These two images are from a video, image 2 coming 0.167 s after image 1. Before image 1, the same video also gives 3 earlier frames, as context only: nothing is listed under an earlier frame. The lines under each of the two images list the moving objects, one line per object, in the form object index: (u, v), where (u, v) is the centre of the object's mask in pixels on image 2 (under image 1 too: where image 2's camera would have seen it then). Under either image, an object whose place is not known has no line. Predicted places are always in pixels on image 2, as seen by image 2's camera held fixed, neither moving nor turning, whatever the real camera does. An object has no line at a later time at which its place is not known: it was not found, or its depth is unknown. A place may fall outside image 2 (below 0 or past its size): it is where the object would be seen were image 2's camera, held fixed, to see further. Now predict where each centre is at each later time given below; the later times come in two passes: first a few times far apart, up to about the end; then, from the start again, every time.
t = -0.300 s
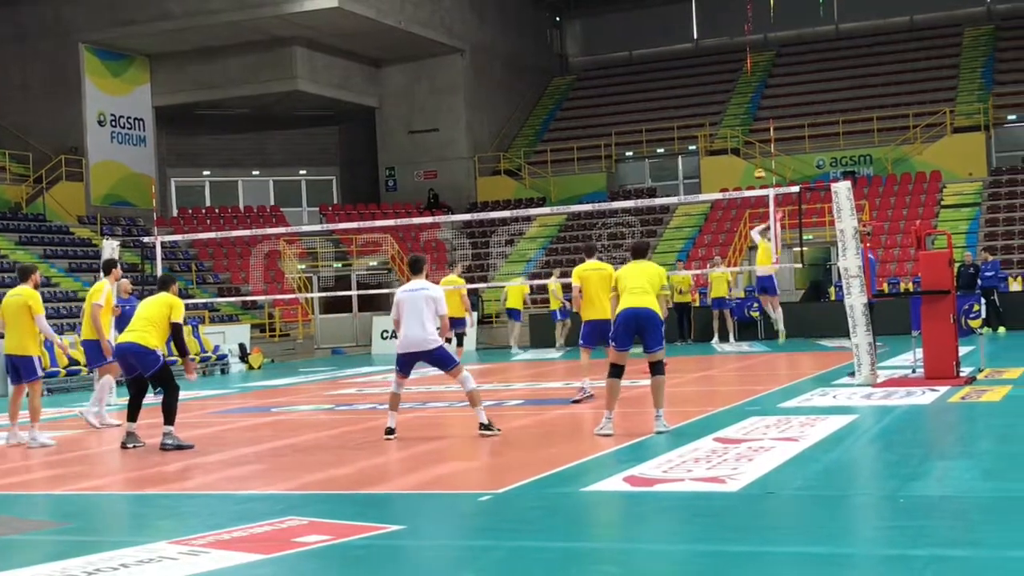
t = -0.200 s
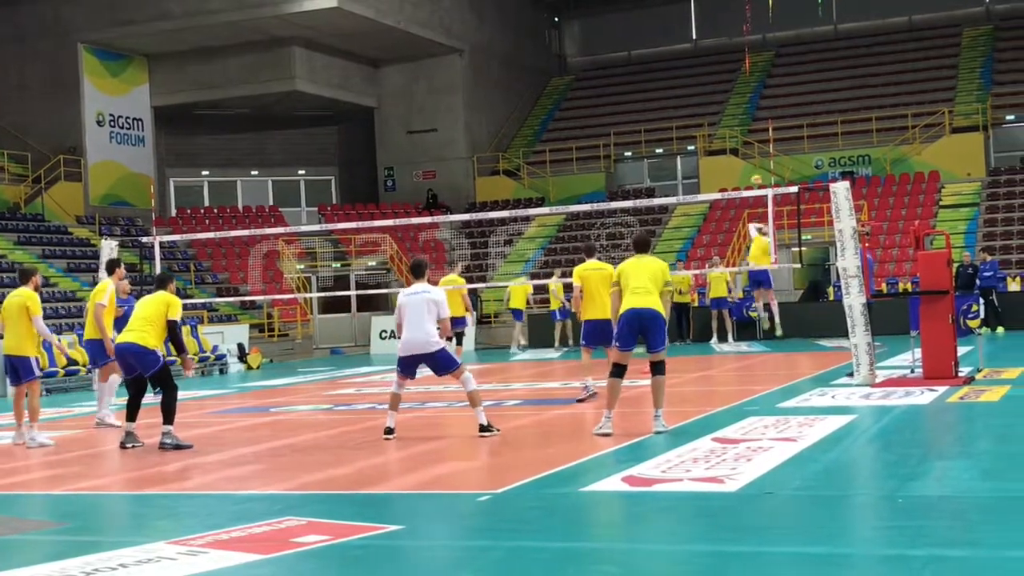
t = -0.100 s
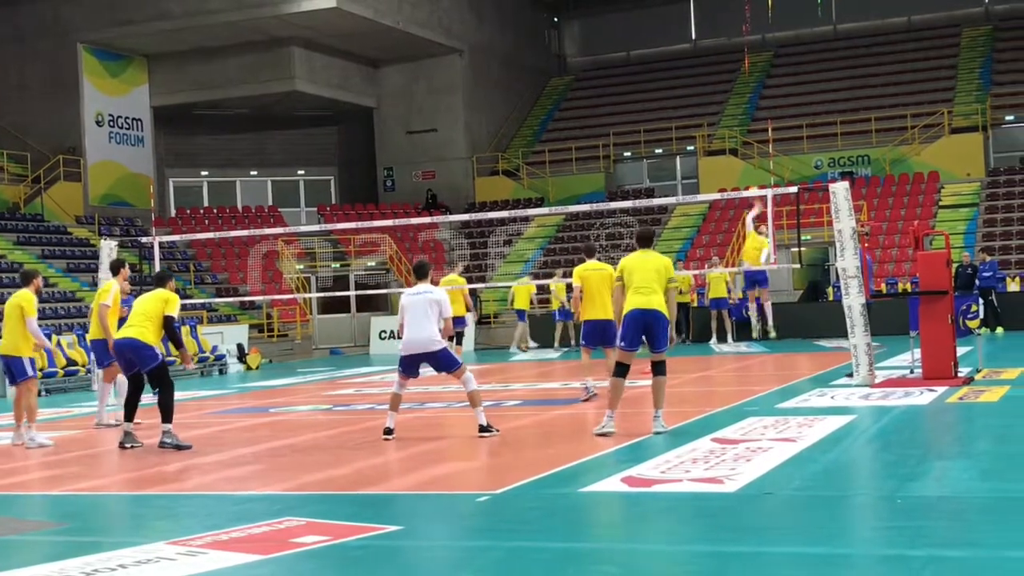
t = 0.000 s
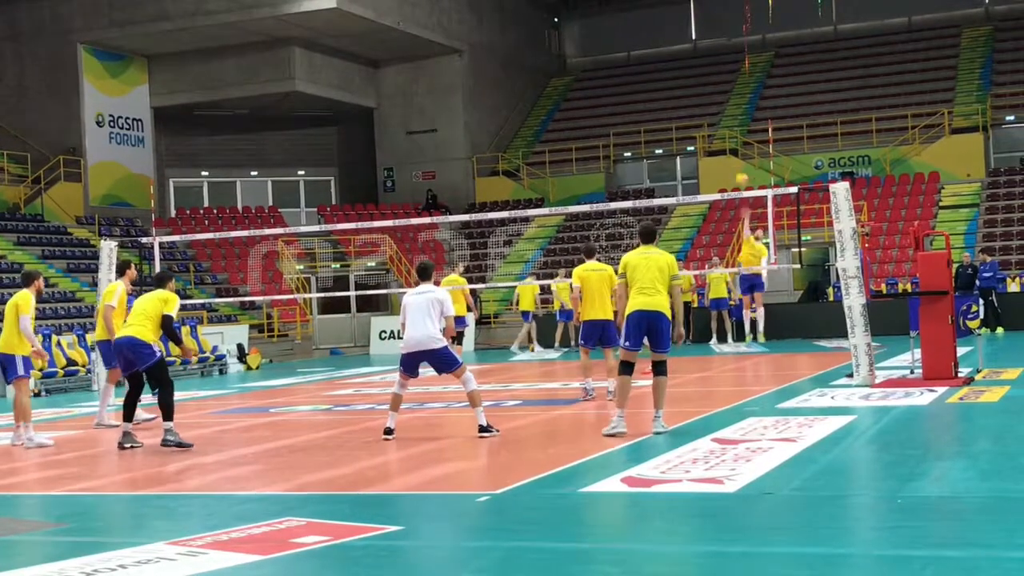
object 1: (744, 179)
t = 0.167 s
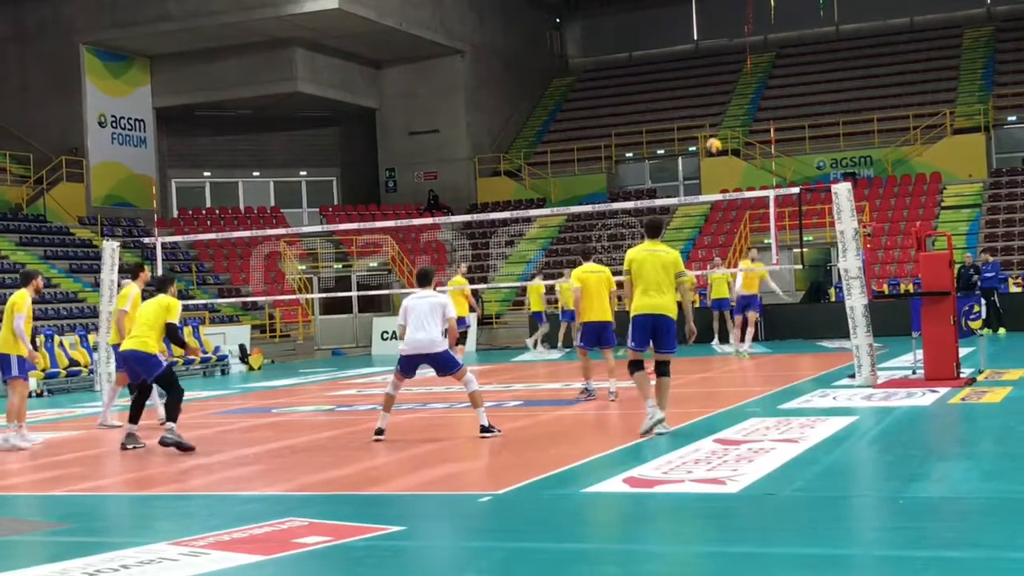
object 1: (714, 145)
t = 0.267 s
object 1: (697, 131)
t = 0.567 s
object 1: (642, 134)
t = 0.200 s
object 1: (708, 140)
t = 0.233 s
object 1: (702, 135)
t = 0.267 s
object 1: (697, 131)
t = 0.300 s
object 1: (691, 128)
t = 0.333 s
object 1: (685, 127)
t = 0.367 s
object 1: (680, 126)
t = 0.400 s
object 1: (674, 125)
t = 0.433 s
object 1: (668, 125)
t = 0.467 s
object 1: (662, 125)
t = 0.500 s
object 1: (655, 127)
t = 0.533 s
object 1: (649, 130)
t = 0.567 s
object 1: (642, 134)
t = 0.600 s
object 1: (634, 140)
